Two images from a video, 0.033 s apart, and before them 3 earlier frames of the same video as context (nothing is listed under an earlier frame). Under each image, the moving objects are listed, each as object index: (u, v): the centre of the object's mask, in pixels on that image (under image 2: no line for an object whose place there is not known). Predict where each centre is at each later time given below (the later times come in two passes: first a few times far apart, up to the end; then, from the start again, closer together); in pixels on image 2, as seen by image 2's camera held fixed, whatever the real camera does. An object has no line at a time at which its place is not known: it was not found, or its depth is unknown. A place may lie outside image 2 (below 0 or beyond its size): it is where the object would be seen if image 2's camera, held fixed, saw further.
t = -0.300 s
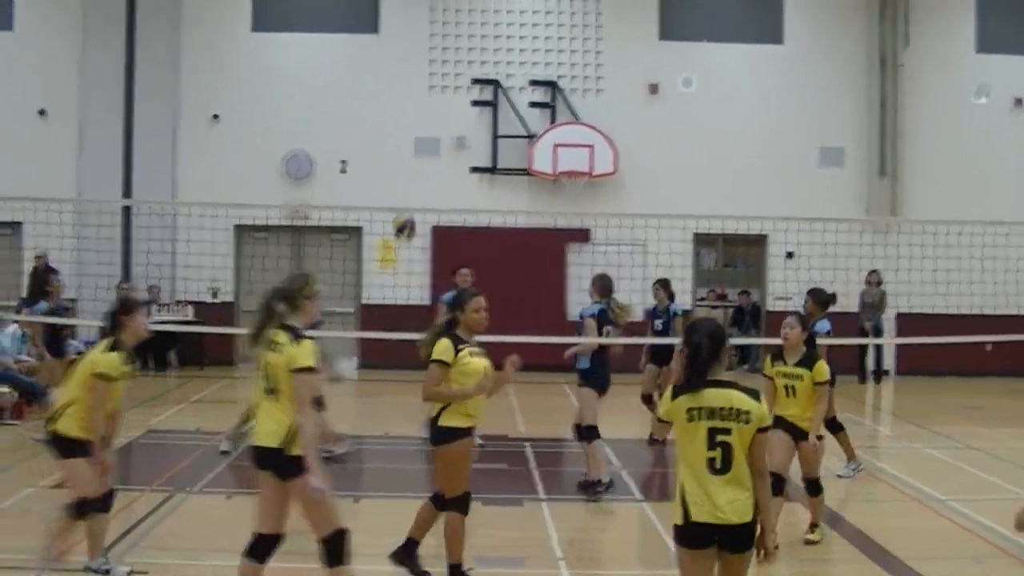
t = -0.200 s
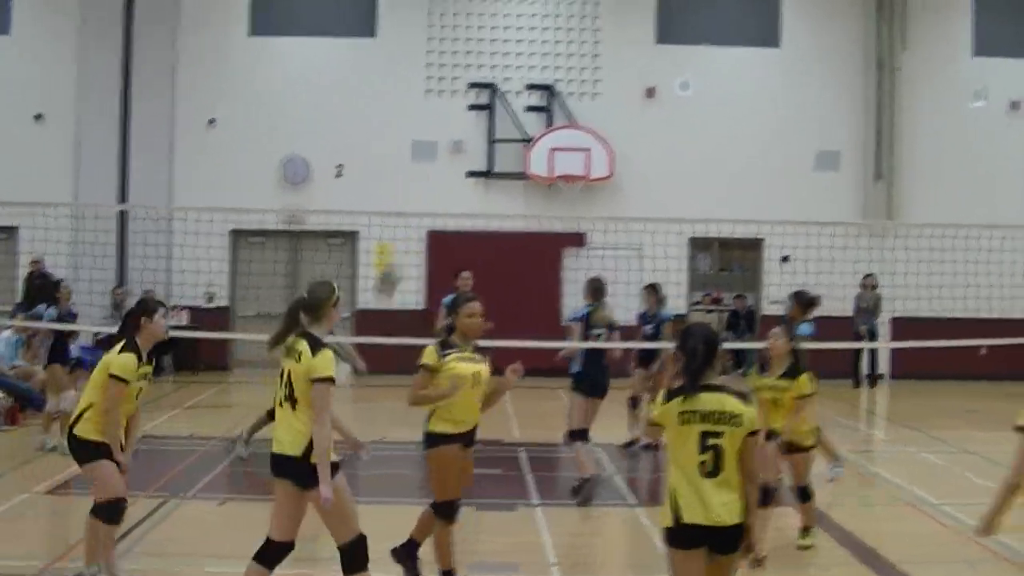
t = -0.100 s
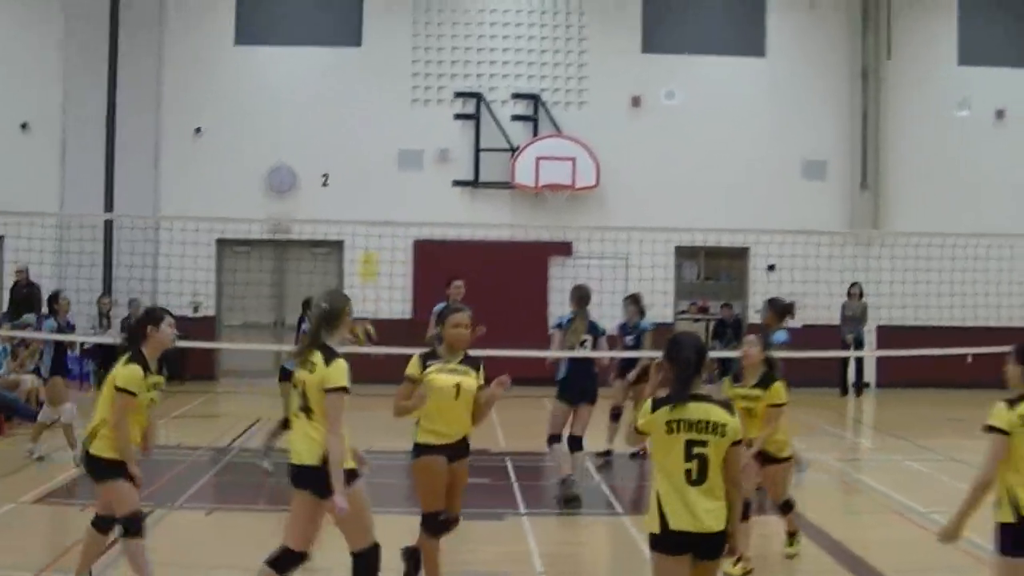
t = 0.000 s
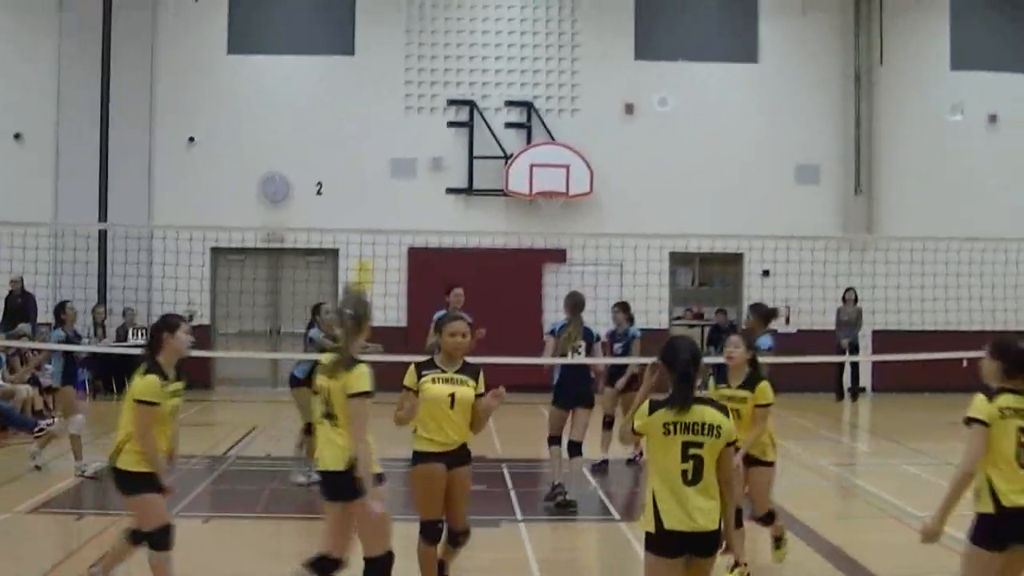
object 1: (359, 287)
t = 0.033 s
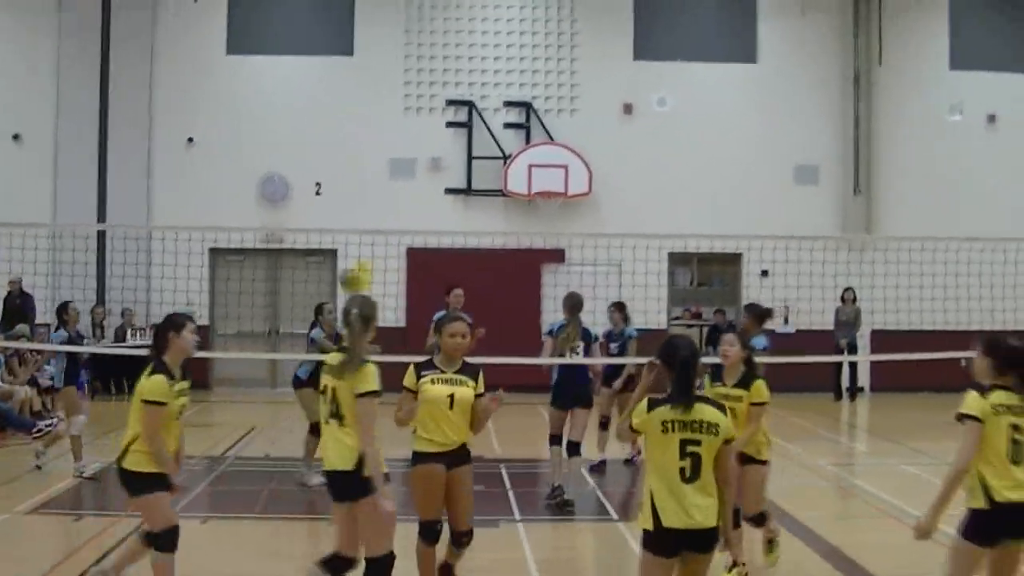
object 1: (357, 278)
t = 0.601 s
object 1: (317, 233)
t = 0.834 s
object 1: (295, 351)
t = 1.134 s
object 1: (264, 544)
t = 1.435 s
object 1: (224, 399)
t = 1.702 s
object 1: (181, 398)
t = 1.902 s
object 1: (141, 497)
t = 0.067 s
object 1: (352, 269)
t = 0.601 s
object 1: (317, 233)
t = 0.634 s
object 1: (315, 244)
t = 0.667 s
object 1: (314, 258)
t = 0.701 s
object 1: (308, 271)
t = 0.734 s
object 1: (306, 289)
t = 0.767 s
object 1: (303, 306)
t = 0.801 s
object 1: (298, 328)
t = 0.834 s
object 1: (295, 351)
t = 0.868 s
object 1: (290, 379)
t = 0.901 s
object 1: (290, 406)
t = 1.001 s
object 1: (279, 502)
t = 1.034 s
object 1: (275, 542)
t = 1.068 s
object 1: (271, 582)
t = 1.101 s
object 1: (267, 567)
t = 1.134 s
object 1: (264, 544)
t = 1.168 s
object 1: (257, 516)
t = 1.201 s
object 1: (251, 491)
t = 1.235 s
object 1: (249, 478)
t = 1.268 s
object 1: (245, 461)
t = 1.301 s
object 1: (239, 446)
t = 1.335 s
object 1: (237, 431)
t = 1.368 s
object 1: (231, 418)
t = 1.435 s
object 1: (224, 399)
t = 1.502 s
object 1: (215, 387)
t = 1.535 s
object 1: (209, 384)
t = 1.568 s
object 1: (204, 382)
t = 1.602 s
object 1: (200, 383)
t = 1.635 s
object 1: (194, 386)
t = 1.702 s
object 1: (181, 398)
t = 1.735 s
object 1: (176, 410)
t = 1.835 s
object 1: (154, 455)
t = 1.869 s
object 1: (147, 473)
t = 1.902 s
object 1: (141, 497)
